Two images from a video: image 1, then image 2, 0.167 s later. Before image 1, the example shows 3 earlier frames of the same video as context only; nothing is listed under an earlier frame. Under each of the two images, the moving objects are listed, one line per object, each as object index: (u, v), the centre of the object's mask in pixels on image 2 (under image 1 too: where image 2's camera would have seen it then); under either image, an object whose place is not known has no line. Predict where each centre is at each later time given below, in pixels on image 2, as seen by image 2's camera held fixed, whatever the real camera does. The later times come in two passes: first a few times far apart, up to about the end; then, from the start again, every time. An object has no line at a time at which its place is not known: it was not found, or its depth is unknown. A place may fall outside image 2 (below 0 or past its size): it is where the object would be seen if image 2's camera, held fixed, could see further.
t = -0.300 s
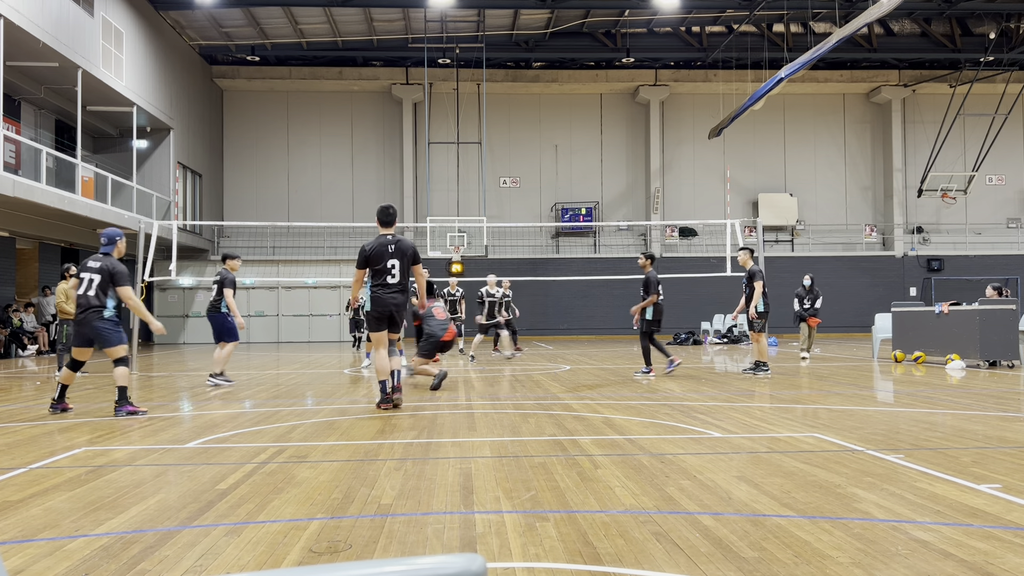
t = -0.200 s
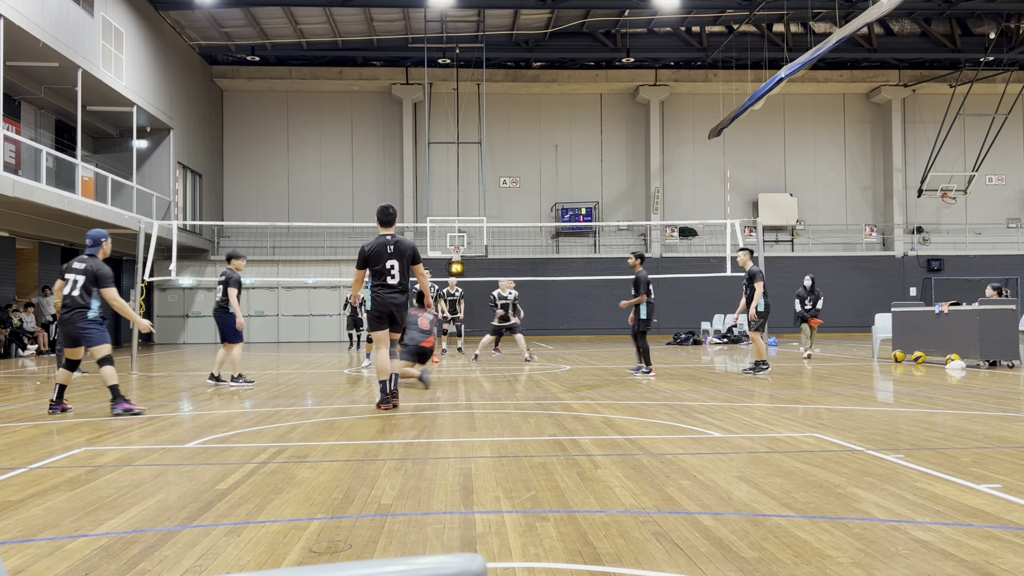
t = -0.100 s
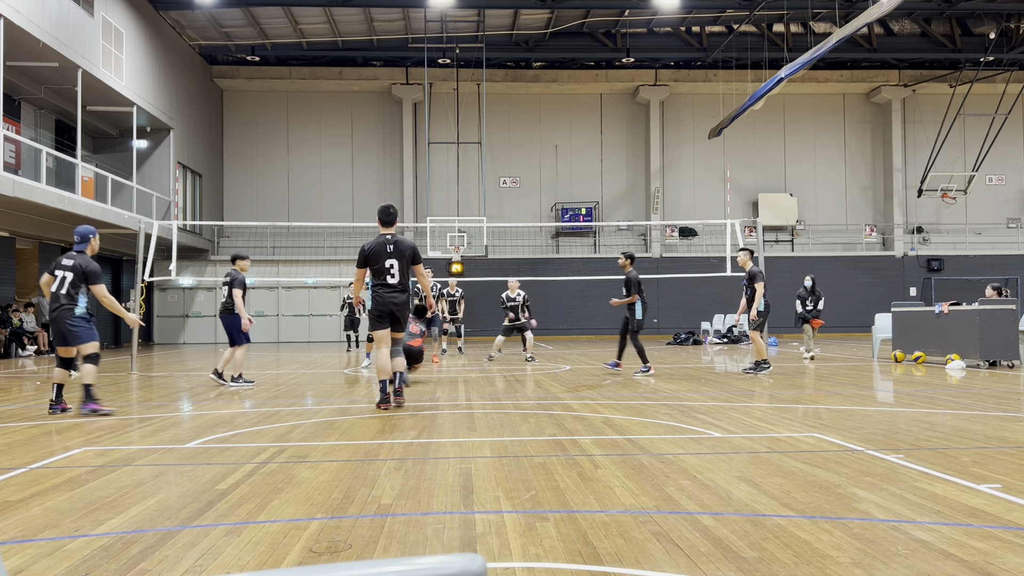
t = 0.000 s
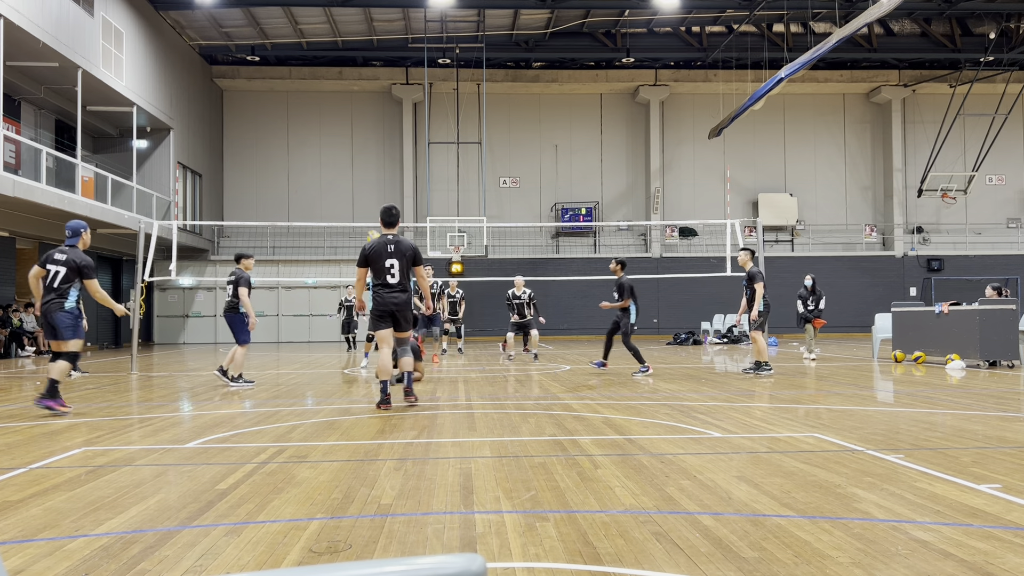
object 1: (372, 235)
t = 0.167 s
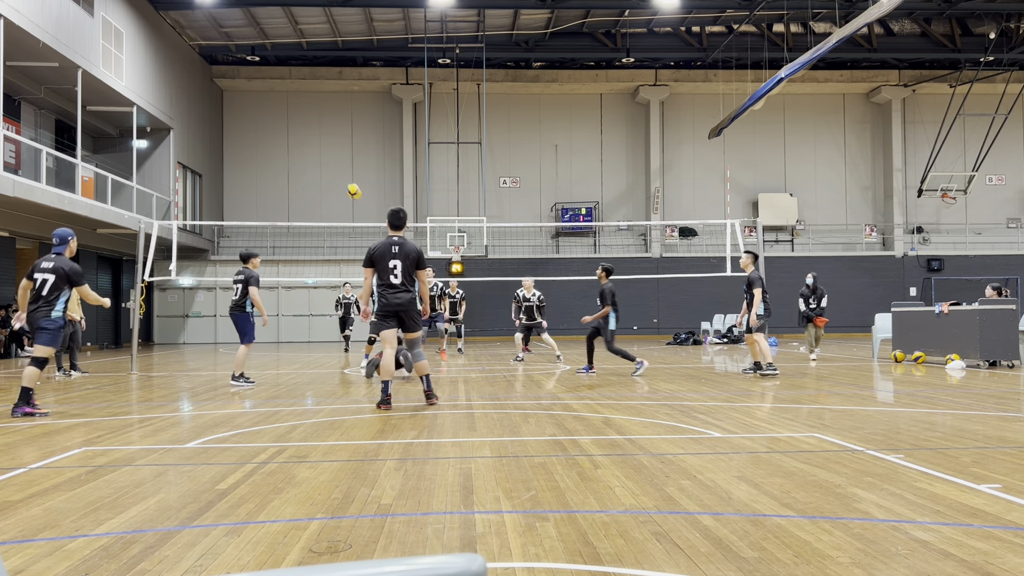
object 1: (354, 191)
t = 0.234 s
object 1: (346, 178)
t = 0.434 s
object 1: (327, 156)
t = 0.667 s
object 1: (307, 157)
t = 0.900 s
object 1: (291, 181)
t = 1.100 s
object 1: (279, 216)
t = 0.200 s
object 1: (350, 184)
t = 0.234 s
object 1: (346, 178)
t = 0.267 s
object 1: (342, 172)
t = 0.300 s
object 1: (339, 168)
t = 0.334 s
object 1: (336, 163)
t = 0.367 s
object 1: (333, 160)
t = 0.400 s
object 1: (329, 158)
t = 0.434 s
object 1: (327, 156)
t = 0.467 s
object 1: (324, 154)
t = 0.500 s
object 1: (321, 153)
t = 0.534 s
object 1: (318, 153)
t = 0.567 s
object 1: (315, 153)
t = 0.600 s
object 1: (312, 154)
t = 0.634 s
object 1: (310, 155)
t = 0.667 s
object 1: (307, 157)
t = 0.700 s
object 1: (305, 159)
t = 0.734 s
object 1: (303, 162)
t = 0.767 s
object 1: (300, 165)
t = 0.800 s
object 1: (298, 168)
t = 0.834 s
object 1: (296, 173)
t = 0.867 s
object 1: (293, 177)
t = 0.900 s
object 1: (291, 181)
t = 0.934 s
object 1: (289, 186)
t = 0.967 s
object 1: (287, 192)
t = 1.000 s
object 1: (285, 197)
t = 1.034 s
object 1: (283, 203)
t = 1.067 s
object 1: (281, 210)
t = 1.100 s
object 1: (279, 216)
